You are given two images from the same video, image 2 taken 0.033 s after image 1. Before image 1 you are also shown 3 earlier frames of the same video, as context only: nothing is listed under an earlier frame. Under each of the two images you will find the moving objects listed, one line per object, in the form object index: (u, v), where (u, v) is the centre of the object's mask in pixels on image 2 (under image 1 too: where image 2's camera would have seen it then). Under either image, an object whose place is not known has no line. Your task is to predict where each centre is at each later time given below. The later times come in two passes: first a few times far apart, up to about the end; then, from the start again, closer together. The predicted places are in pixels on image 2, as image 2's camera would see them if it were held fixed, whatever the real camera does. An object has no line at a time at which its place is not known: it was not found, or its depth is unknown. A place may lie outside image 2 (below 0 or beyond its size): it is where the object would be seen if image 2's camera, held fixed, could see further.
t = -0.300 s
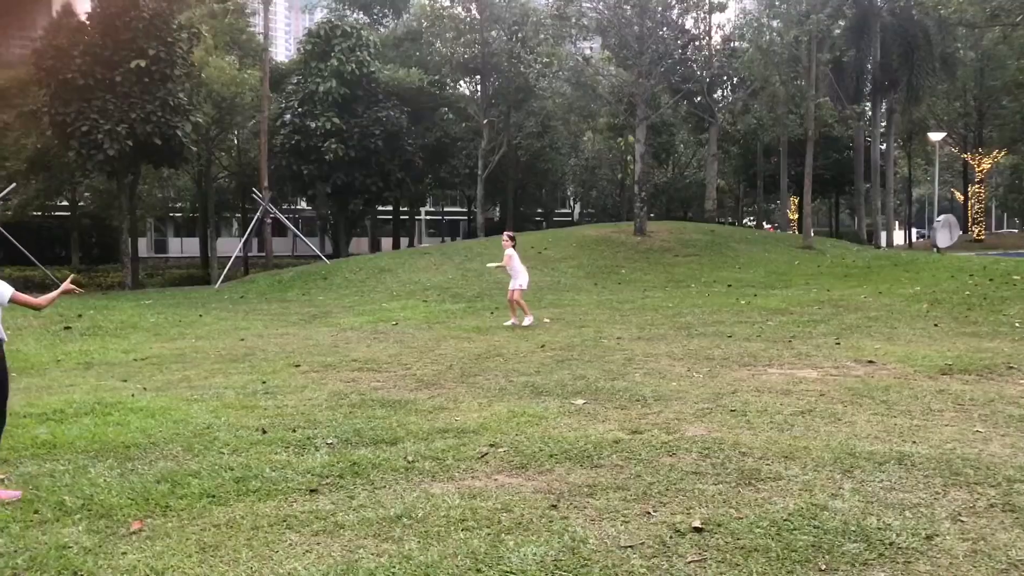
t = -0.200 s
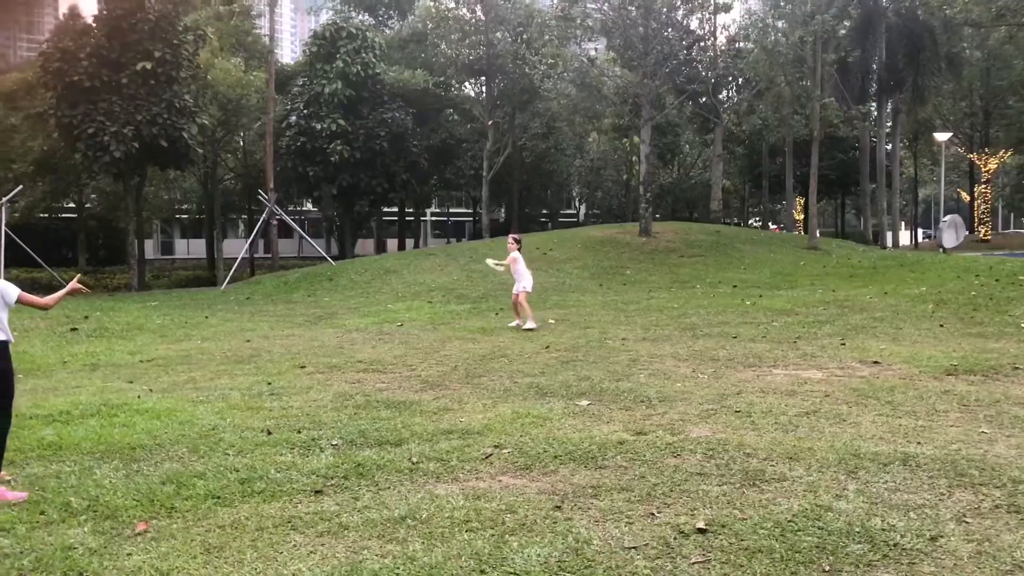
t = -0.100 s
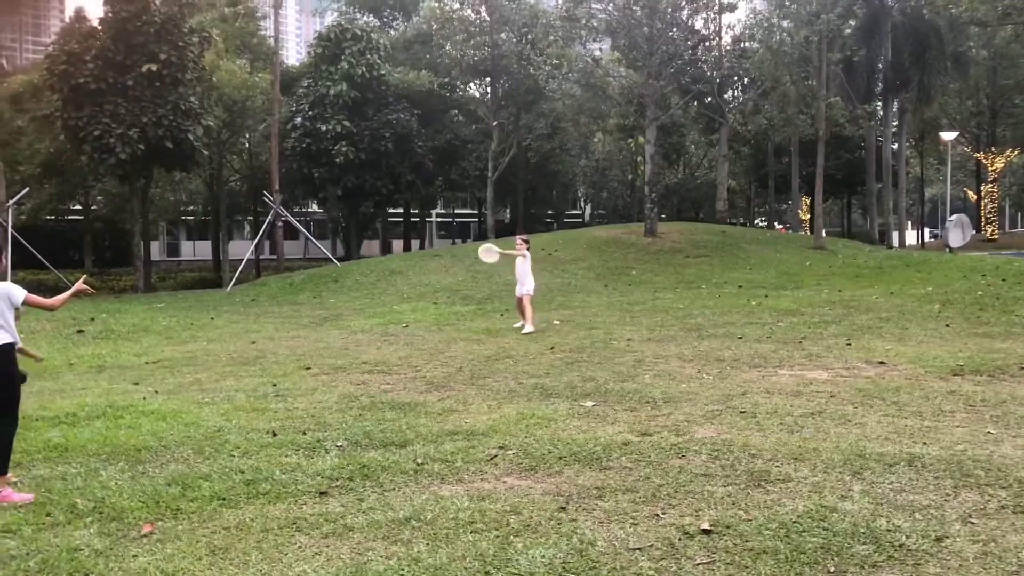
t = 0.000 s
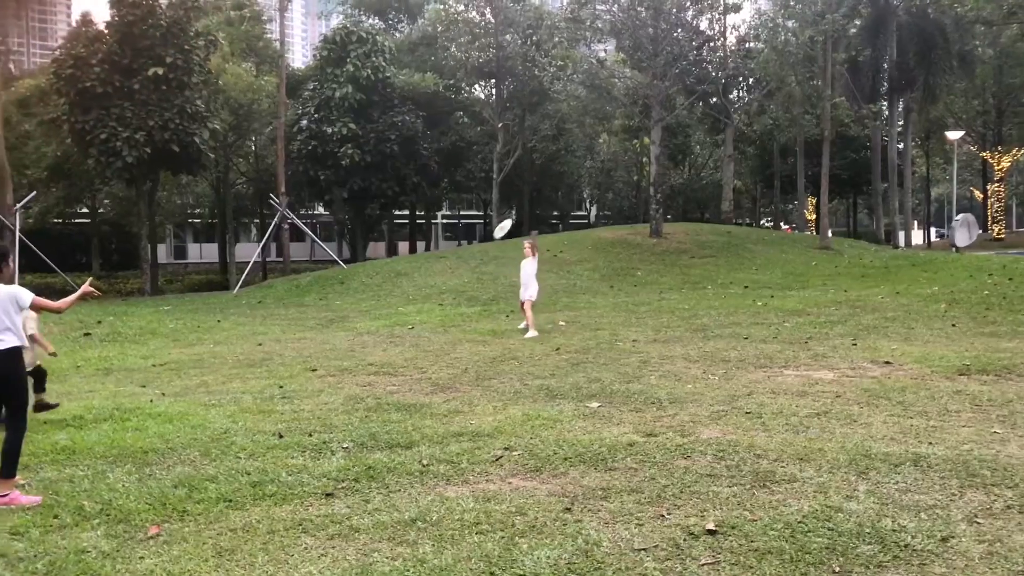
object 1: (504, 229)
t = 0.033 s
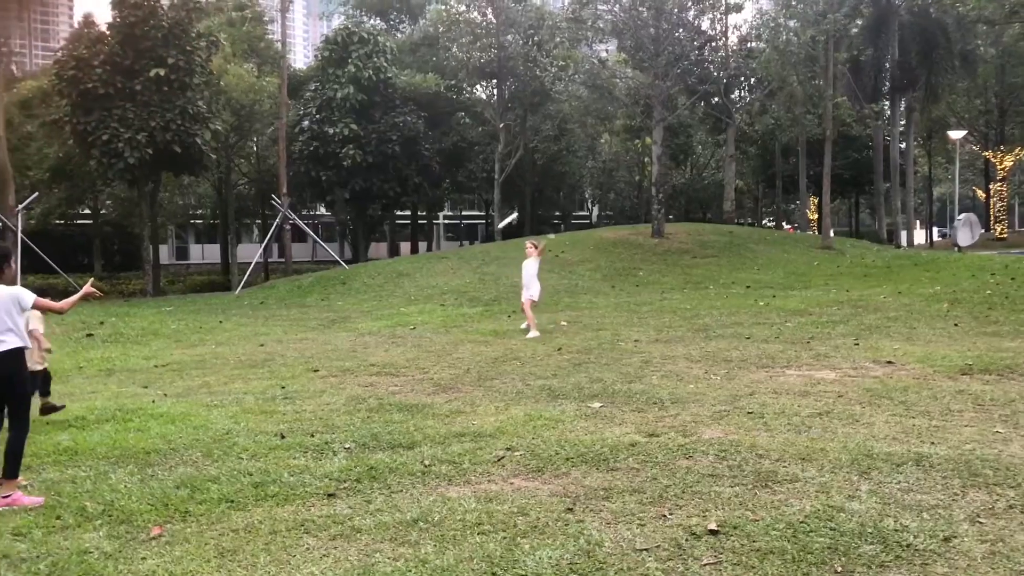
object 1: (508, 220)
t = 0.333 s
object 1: (545, 187)
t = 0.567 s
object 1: (582, 202)
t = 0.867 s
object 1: (644, 274)
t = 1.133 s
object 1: (713, 393)
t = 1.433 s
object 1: (732, 404)
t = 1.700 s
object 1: (736, 415)
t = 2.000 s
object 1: (735, 418)
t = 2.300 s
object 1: (735, 418)
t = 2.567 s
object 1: (735, 418)
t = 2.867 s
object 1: (735, 418)
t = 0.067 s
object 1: (511, 213)
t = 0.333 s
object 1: (545, 187)
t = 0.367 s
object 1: (550, 186)
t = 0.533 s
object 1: (576, 198)
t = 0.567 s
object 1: (582, 202)
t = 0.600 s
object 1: (589, 207)
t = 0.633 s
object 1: (595, 213)
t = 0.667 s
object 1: (602, 219)
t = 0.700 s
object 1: (608, 227)
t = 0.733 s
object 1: (614, 234)
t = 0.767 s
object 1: (621, 244)
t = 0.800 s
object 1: (628, 253)
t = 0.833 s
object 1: (636, 263)
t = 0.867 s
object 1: (644, 274)
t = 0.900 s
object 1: (653, 285)
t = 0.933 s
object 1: (662, 296)
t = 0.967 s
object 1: (671, 310)
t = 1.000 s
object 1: (678, 324)
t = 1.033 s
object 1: (686, 339)
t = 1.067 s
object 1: (693, 355)
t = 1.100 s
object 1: (703, 372)
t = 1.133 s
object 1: (713, 393)
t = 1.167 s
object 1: (721, 404)
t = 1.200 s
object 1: (724, 403)
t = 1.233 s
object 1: (727, 401)
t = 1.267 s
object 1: (727, 399)
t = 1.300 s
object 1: (728, 398)
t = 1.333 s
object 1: (729, 398)
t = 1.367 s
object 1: (730, 400)
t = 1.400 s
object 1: (730, 402)
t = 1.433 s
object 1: (732, 404)
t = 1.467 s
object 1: (733, 407)
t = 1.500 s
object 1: (734, 409)
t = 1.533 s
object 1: (736, 413)
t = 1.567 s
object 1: (736, 416)
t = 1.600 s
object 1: (737, 417)
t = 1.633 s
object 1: (737, 415)
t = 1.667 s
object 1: (736, 415)
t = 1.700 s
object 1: (736, 415)
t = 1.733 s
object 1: (735, 416)
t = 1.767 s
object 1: (735, 417)
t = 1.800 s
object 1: (735, 417)
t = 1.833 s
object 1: (735, 418)
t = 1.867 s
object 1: (735, 418)
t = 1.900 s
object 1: (735, 418)
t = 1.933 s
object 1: (735, 418)
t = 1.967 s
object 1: (735, 418)
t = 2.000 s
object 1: (735, 418)
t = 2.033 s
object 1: (735, 418)
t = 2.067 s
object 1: (735, 418)
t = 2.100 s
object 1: (735, 418)
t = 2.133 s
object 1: (735, 418)
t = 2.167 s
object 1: (735, 418)
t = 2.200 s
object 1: (735, 418)
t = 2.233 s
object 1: (735, 418)
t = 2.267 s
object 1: (735, 418)
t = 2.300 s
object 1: (735, 418)
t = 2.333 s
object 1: (735, 418)
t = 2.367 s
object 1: (735, 418)
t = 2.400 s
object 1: (735, 418)
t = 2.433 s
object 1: (735, 418)
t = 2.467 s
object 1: (735, 418)
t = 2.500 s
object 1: (735, 418)
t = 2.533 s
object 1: (735, 418)
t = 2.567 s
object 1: (735, 418)
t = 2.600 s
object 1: (735, 418)
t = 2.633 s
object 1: (735, 418)
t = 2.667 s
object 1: (735, 418)
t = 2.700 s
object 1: (735, 418)
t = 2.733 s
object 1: (735, 418)
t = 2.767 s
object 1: (735, 418)
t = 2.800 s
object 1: (735, 418)
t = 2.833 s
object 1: (735, 418)
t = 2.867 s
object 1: (735, 418)
